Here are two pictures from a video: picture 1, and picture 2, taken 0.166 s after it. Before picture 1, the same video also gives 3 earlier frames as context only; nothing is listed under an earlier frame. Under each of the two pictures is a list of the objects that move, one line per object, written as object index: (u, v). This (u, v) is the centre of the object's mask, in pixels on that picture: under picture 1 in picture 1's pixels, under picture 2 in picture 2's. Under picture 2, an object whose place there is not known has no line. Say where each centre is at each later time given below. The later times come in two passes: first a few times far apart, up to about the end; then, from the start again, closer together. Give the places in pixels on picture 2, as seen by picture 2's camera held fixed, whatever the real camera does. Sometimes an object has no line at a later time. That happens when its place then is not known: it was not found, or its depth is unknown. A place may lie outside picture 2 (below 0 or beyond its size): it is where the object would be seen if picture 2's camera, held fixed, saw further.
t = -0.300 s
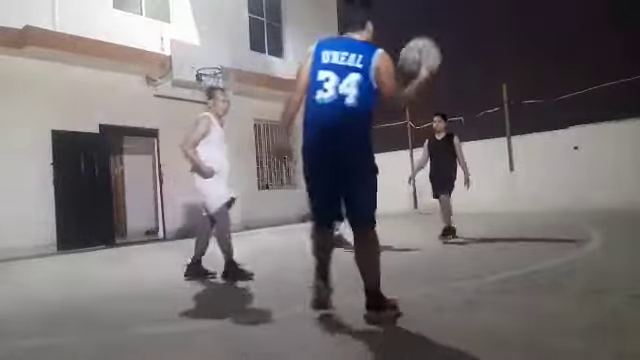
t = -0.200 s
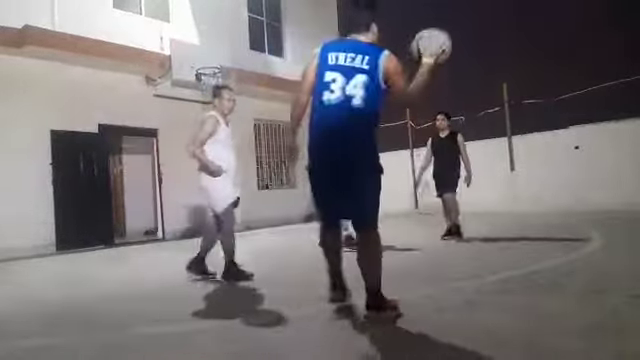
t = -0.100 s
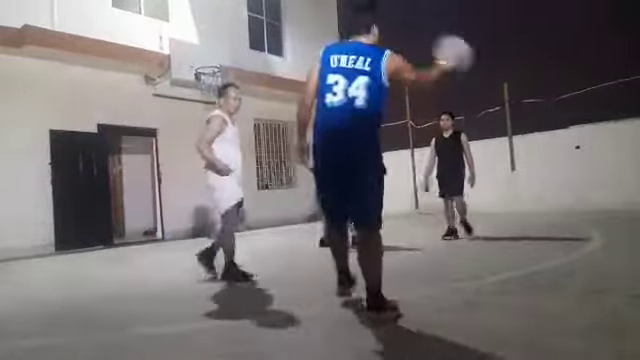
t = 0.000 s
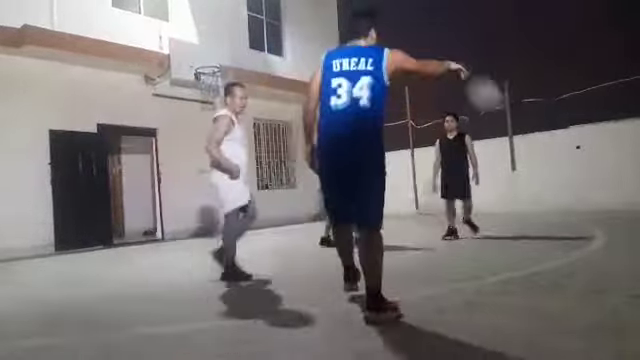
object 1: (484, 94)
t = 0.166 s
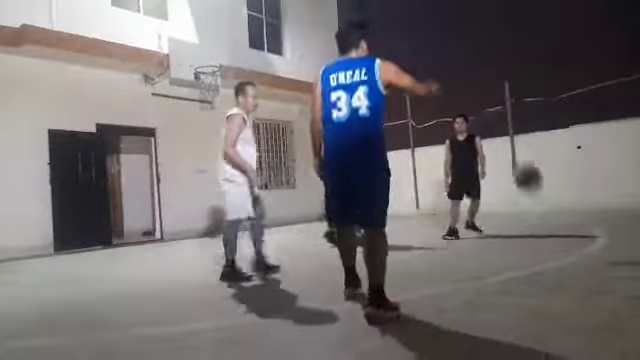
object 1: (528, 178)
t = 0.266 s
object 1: (547, 224)
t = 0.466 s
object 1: (555, 174)
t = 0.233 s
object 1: (541, 208)
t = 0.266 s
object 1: (547, 224)
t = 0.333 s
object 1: (553, 222)
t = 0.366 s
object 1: (553, 208)
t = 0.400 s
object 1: (554, 195)
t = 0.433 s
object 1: (554, 184)
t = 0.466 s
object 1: (555, 174)
